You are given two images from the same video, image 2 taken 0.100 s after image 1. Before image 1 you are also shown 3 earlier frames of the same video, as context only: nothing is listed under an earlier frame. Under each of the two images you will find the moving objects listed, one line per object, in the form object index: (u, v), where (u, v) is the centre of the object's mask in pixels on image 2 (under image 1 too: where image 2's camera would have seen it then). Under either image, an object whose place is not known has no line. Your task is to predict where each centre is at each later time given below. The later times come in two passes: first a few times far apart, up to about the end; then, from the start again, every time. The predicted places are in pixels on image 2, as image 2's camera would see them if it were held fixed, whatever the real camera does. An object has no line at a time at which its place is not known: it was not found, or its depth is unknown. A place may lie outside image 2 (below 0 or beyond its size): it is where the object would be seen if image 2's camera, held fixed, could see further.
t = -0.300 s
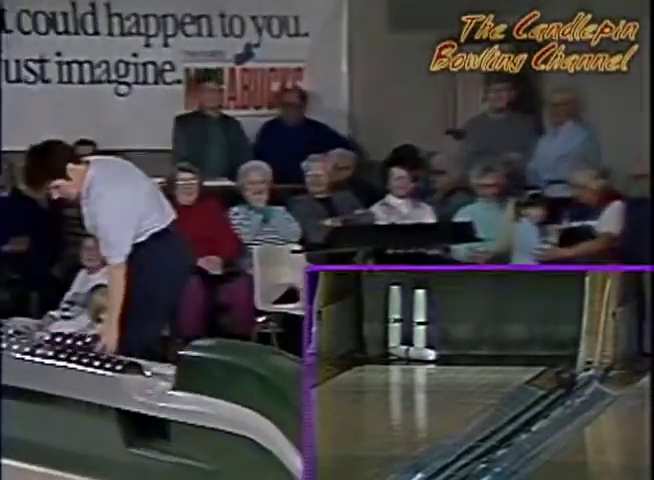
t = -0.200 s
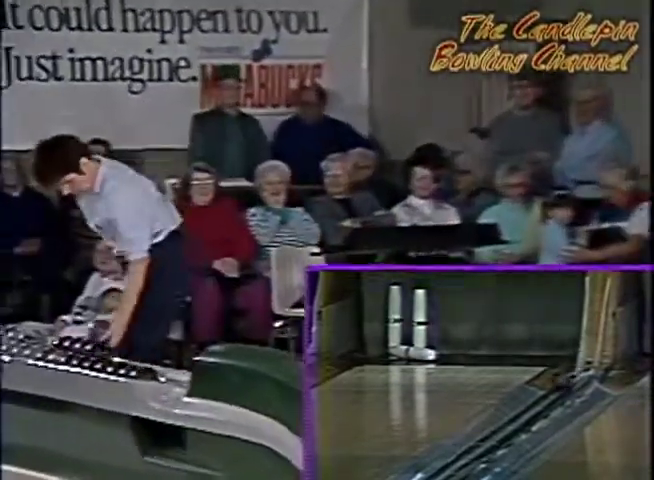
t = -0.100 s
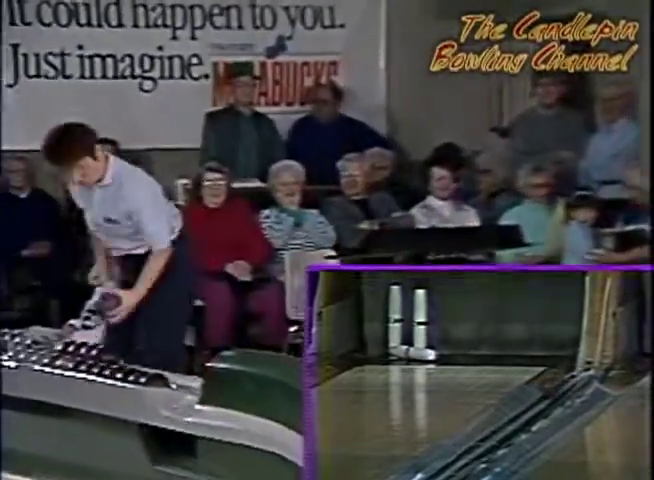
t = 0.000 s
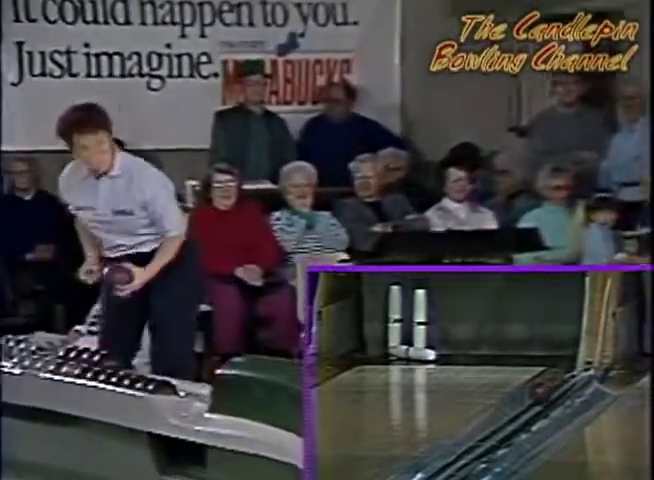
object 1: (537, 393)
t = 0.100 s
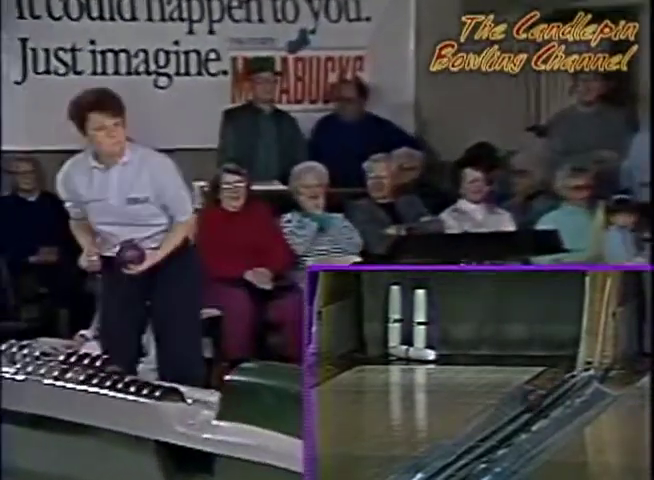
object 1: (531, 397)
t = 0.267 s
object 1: (515, 411)
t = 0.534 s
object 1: (497, 423)
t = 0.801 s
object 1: (474, 439)
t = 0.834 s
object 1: (472, 440)
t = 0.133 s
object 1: (531, 400)
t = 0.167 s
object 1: (530, 401)
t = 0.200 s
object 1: (524, 401)
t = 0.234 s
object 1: (520, 405)
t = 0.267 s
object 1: (515, 411)
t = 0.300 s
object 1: (514, 413)
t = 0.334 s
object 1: (513, 414)
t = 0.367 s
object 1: (510, 415)
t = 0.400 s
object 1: (508, 416)
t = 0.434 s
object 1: (506, 418)
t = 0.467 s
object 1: (503, 420)
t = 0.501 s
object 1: (500, 421)
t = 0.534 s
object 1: (497, 423)
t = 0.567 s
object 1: (494, 425)
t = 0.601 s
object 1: (491, 428)
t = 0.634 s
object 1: (490, 429)
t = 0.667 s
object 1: (485, 432)
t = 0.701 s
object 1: (482, 434)
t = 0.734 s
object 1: (479, 435)
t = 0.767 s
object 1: (476, 438)
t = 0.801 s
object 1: (474, 439)
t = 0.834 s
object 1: (472, 440)
